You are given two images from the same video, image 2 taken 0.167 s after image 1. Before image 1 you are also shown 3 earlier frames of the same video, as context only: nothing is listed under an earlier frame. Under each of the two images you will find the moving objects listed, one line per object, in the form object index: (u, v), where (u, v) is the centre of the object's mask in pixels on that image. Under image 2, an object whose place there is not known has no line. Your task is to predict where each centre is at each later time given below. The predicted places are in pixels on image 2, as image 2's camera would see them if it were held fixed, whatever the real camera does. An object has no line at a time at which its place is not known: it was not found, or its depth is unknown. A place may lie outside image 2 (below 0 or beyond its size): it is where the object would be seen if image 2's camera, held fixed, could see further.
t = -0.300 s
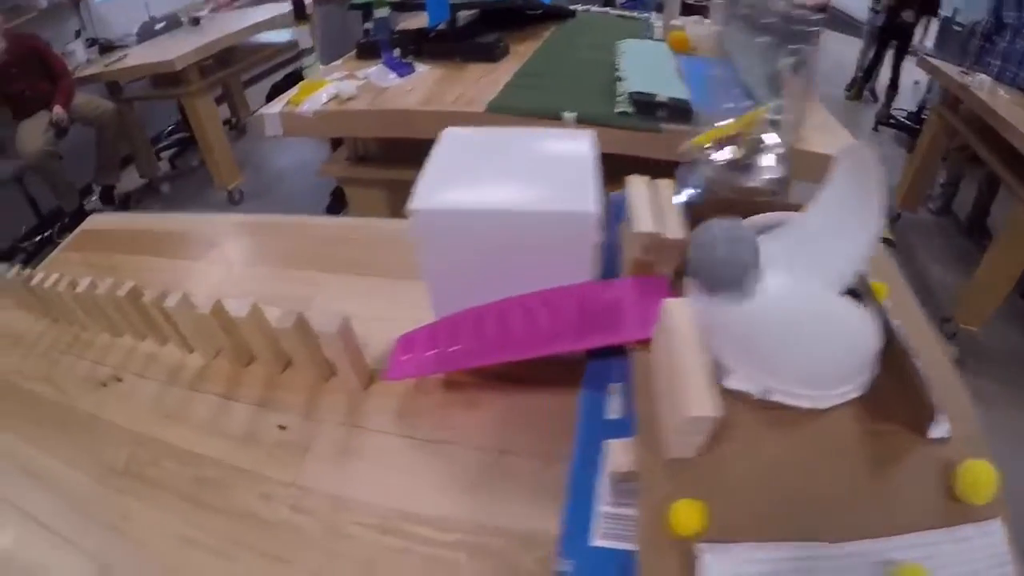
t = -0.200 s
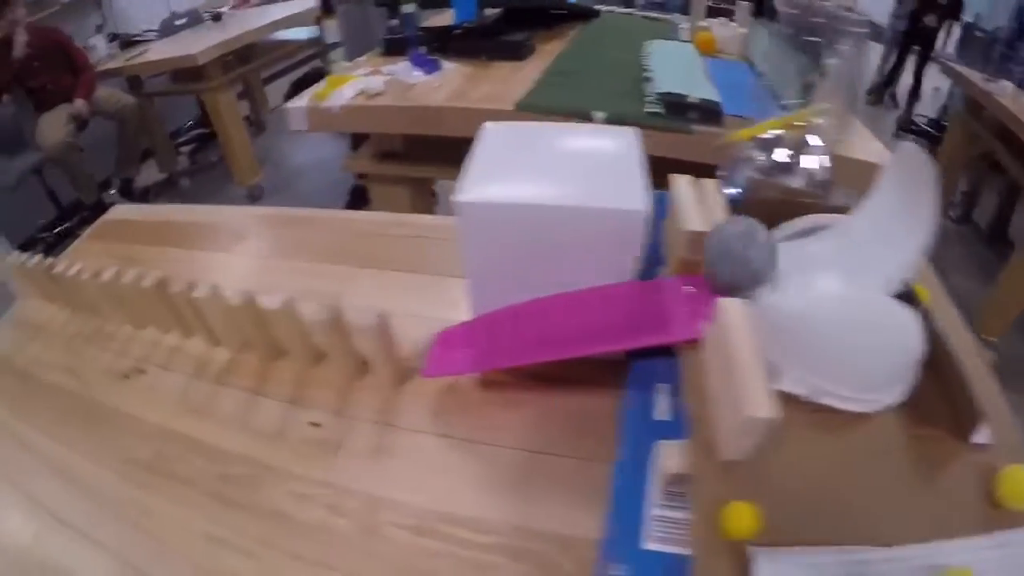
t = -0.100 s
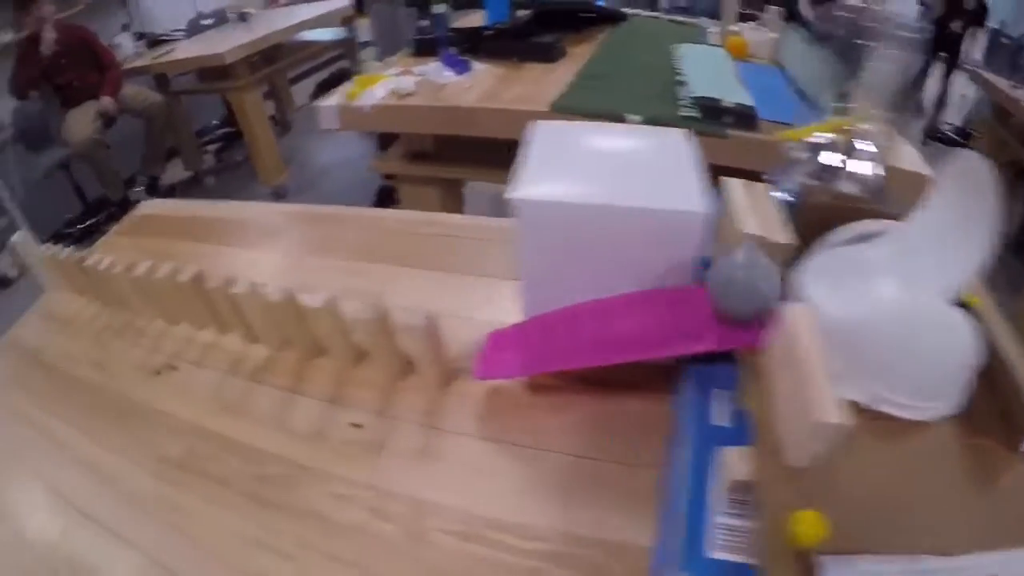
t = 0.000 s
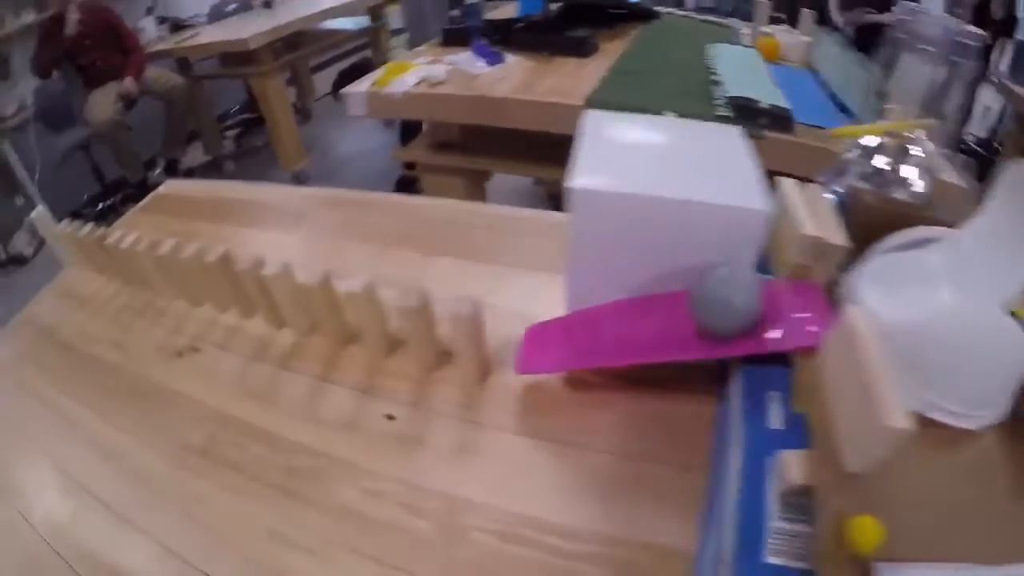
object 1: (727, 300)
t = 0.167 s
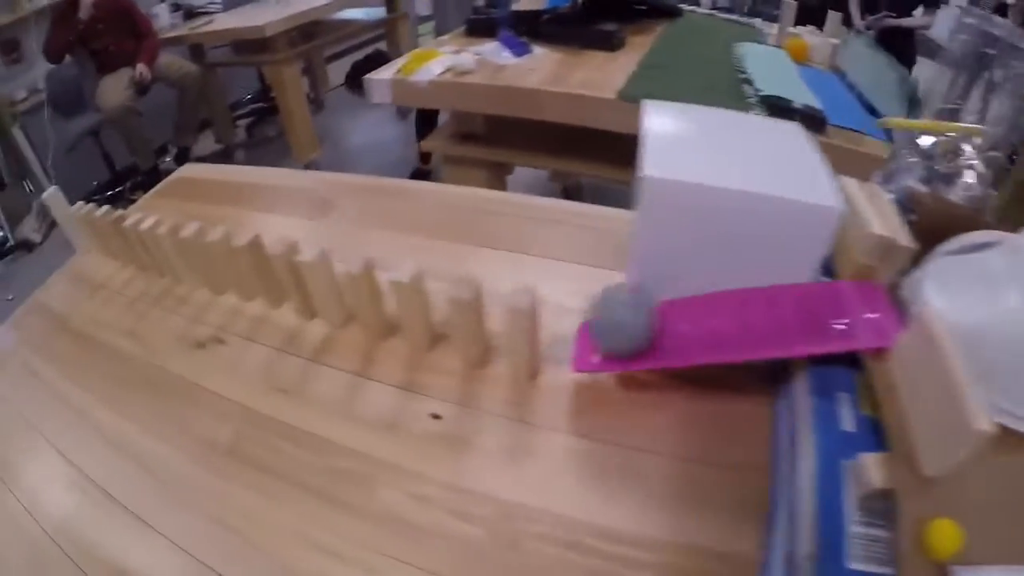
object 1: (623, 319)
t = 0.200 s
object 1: (589, 322)
